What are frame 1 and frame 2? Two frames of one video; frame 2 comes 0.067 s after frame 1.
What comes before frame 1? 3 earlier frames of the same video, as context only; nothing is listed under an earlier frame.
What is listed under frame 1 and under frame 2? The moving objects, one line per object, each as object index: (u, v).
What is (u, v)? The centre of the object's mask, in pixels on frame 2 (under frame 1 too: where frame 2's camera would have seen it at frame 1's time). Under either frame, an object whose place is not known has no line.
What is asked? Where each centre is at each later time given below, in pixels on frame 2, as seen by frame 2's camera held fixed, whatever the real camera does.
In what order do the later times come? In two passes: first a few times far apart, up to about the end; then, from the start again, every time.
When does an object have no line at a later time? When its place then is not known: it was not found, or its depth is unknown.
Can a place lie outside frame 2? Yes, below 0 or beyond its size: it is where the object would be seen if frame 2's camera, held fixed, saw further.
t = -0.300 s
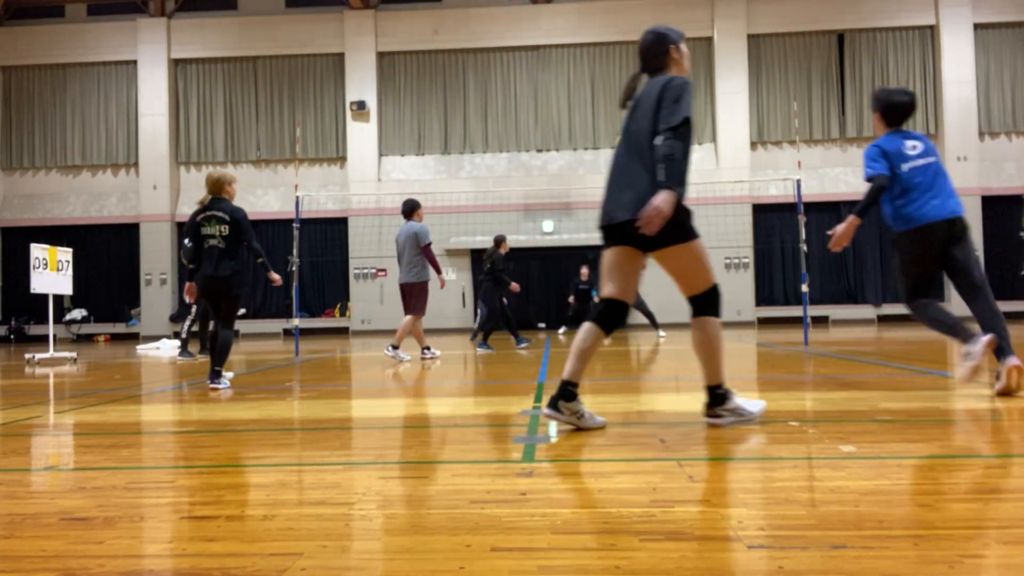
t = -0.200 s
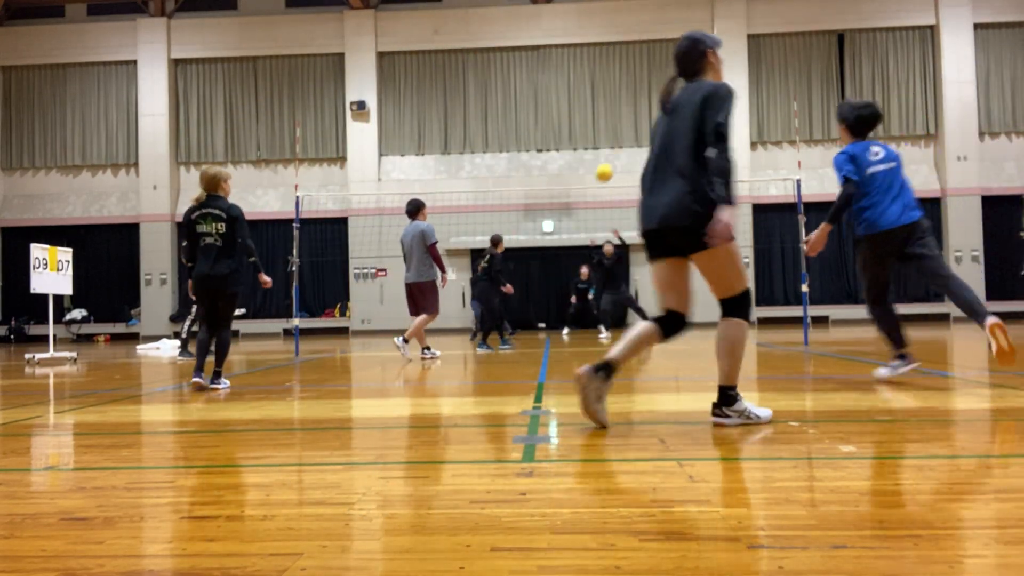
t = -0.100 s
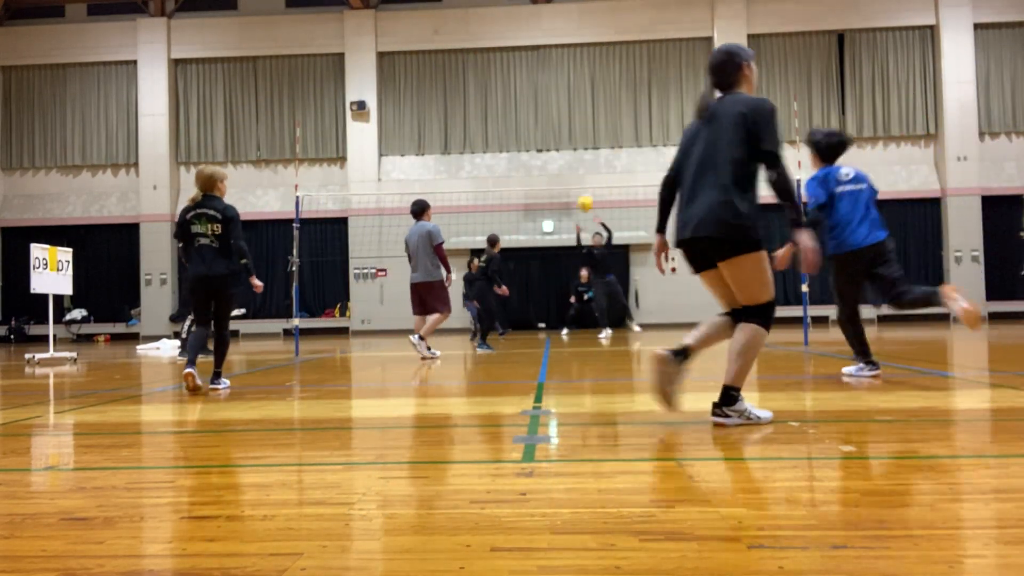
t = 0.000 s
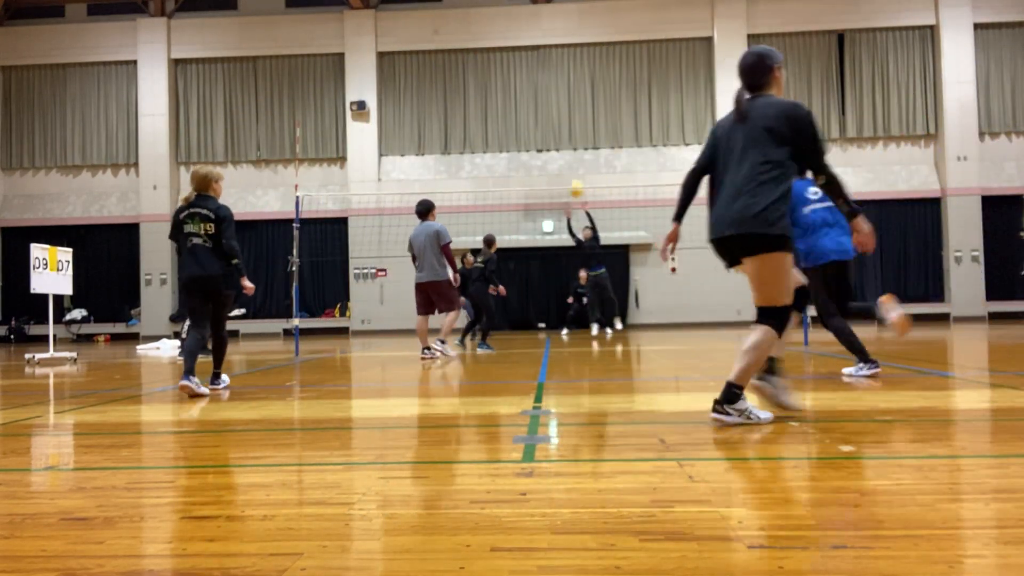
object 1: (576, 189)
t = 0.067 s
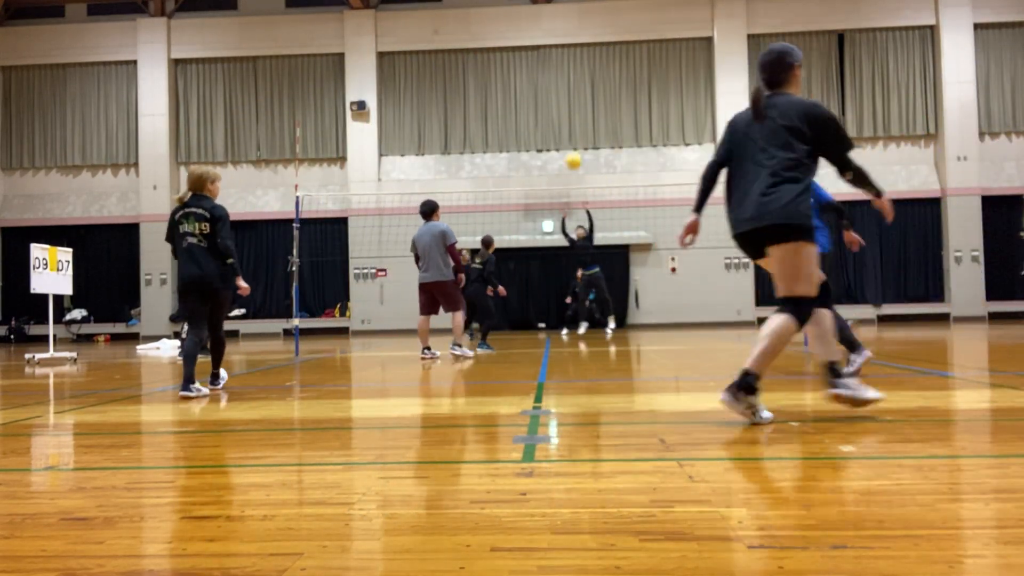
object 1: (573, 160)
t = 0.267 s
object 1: (568, 91)
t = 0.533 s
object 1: (561, 39)
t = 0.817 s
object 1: (554, 30)
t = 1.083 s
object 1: (549, 69)
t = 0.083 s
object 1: (573, 153)
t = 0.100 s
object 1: (573, 147)
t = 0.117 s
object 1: (572, 141)
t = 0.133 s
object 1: (572, 135)
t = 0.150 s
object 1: (571, 128)
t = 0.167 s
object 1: (571, 123)
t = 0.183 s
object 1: (570, 117)
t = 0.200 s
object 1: (570, 112)
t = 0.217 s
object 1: (569, 107)
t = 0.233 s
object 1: (569, 101)
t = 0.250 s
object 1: (568, 96)
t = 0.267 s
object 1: (568, 91)
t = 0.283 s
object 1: (568, 87)
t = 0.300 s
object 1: (567, 82)
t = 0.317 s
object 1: (567, 79)
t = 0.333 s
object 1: (566, 74)
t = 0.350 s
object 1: (566, 70)
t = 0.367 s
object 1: (565, 66)
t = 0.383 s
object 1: (565, 63)
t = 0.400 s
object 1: (565, 60)
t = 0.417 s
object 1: (564, 57)
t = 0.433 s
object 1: (564, 54)
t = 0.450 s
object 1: (563, 51)
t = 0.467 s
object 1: (563, 48)
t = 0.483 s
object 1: (563, 46)
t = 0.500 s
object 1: (562, 43)
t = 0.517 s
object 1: (562, 41)
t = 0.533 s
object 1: (561, 39)
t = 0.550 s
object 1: (561, 38)
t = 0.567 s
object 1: (561, 35)
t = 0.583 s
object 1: (560, 34)
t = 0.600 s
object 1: (559, 33)
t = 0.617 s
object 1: (559, 32)
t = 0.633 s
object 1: (559, 31)
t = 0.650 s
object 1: (558, 30)
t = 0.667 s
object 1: (558, 29)
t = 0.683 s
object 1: (558, 29)
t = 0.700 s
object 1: (557, 29)
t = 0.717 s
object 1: (557, 28)
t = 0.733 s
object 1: (556, 28)
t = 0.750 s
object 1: (556, 28)
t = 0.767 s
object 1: (555, 29)
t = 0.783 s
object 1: (555, 29)
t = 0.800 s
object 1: (555, 29)
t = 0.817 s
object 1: (554, 30)
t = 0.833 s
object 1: (554, 31)
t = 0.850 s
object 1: (554, 33)
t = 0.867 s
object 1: (553, 34)
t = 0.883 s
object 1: (553, 36)
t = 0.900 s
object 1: (553, 37)
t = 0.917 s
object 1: (552, 40)
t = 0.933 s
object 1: (552, 42)
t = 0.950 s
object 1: (551, 44)
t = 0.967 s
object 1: (551, 47)
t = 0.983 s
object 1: (551, 49)
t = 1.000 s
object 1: (550, 52)
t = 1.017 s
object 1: (550, 55)
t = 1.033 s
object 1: (550, 58)
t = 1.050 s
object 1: (549, 62)
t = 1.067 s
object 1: (549, 65)
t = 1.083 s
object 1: (549, 69)
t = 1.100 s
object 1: (548, 73)
